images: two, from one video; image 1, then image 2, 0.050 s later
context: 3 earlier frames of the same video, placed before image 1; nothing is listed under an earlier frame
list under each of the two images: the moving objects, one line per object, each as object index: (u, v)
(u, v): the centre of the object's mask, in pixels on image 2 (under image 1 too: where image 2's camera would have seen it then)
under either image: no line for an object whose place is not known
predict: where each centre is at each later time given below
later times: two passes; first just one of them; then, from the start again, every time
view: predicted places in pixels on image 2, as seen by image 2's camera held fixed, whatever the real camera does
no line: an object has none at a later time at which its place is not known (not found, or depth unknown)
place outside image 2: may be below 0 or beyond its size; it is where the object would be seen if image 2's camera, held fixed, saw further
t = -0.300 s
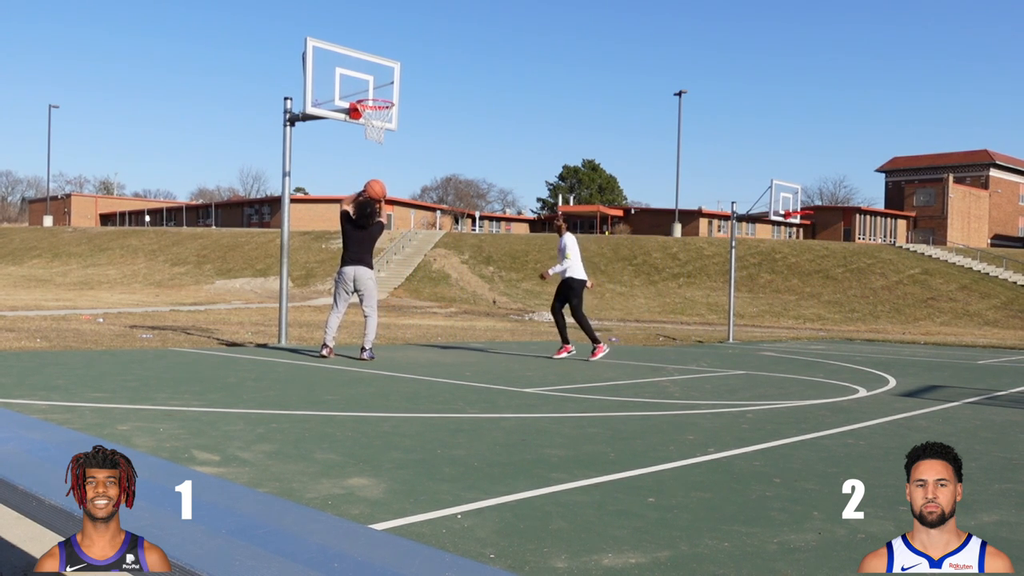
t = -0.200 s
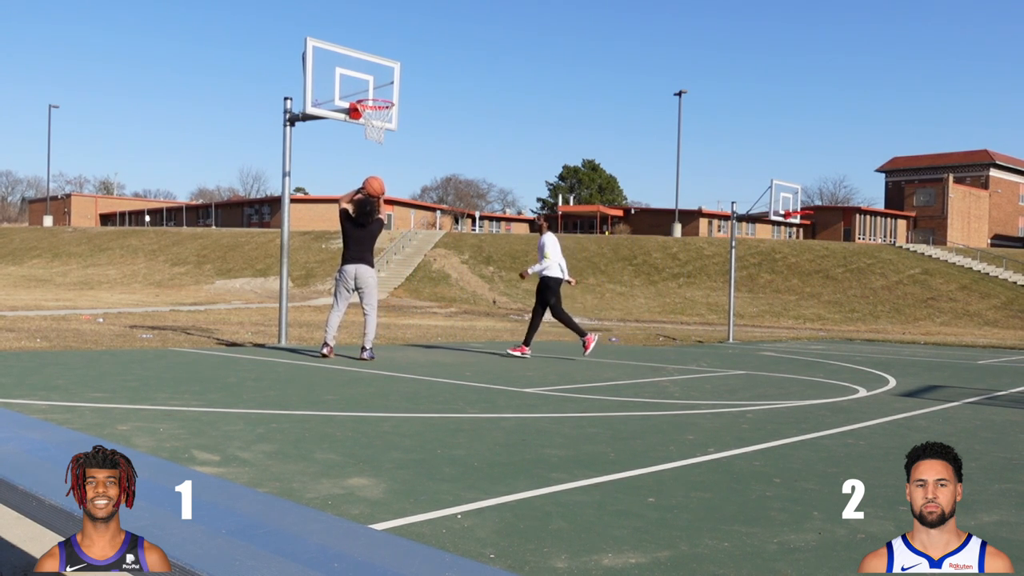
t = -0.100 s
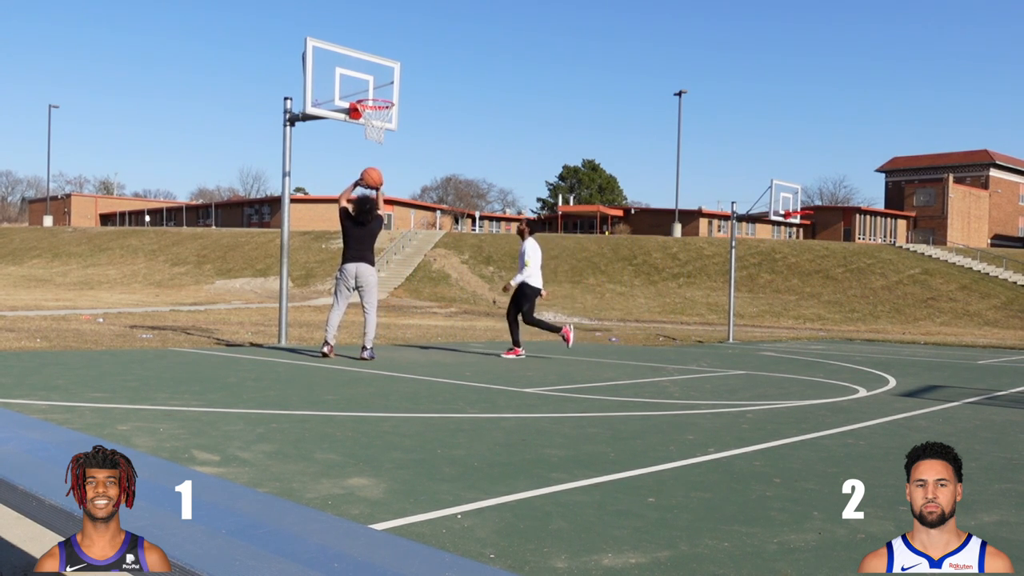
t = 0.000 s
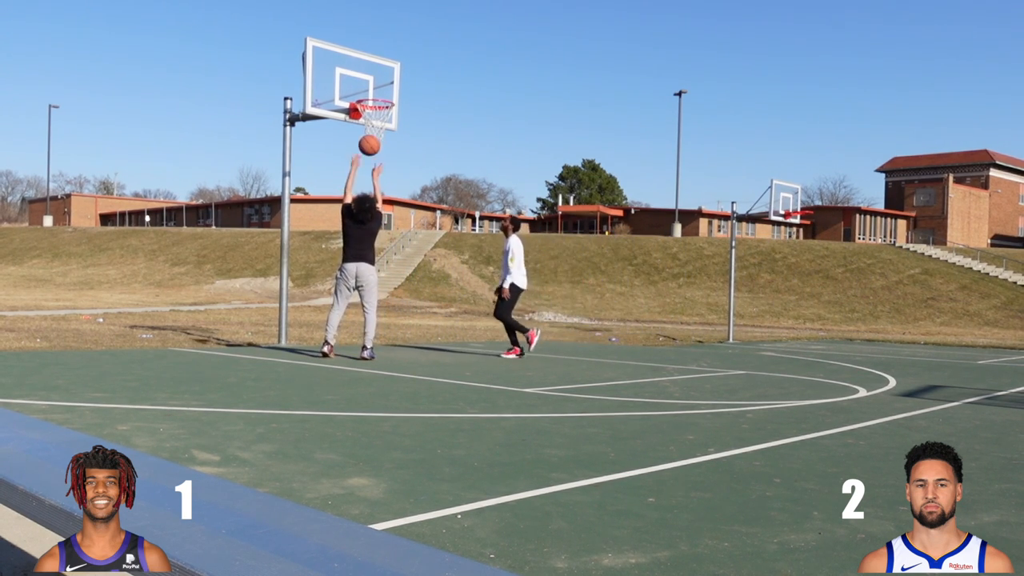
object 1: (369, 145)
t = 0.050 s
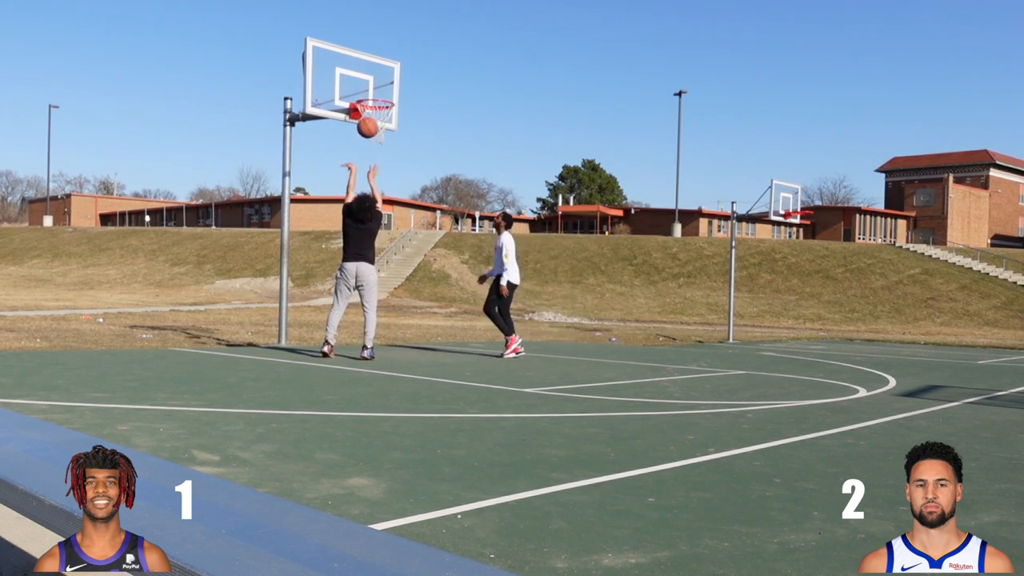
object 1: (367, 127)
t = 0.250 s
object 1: (360, 81)
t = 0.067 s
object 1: (367, 122)
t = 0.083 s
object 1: (367, 117)
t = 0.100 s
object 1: (366, 112)
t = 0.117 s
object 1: (365, 107)
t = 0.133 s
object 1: (365, 103)
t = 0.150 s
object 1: (364, 100)
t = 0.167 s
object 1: (363, 96)
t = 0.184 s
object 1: (363, 93)
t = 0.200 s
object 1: (362, 90)
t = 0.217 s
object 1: (361, 87)
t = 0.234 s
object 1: (361, 84)
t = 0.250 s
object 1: (360, 81)
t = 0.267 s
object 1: (360, 79)
